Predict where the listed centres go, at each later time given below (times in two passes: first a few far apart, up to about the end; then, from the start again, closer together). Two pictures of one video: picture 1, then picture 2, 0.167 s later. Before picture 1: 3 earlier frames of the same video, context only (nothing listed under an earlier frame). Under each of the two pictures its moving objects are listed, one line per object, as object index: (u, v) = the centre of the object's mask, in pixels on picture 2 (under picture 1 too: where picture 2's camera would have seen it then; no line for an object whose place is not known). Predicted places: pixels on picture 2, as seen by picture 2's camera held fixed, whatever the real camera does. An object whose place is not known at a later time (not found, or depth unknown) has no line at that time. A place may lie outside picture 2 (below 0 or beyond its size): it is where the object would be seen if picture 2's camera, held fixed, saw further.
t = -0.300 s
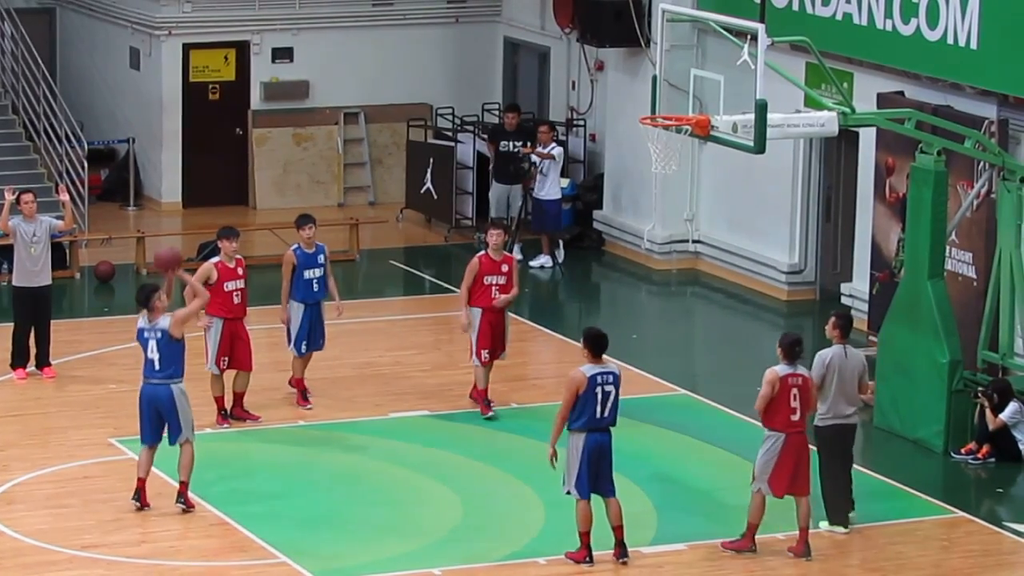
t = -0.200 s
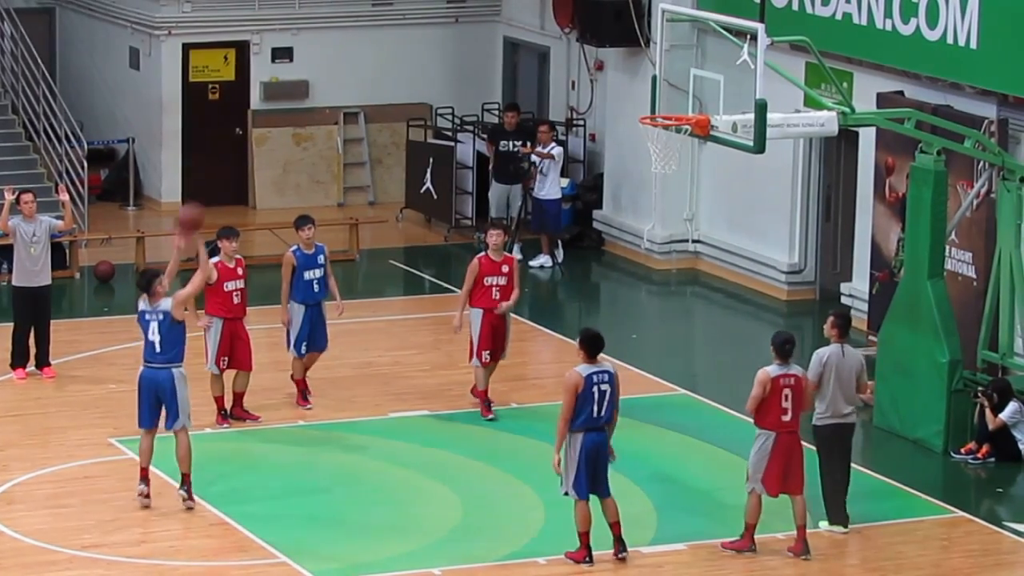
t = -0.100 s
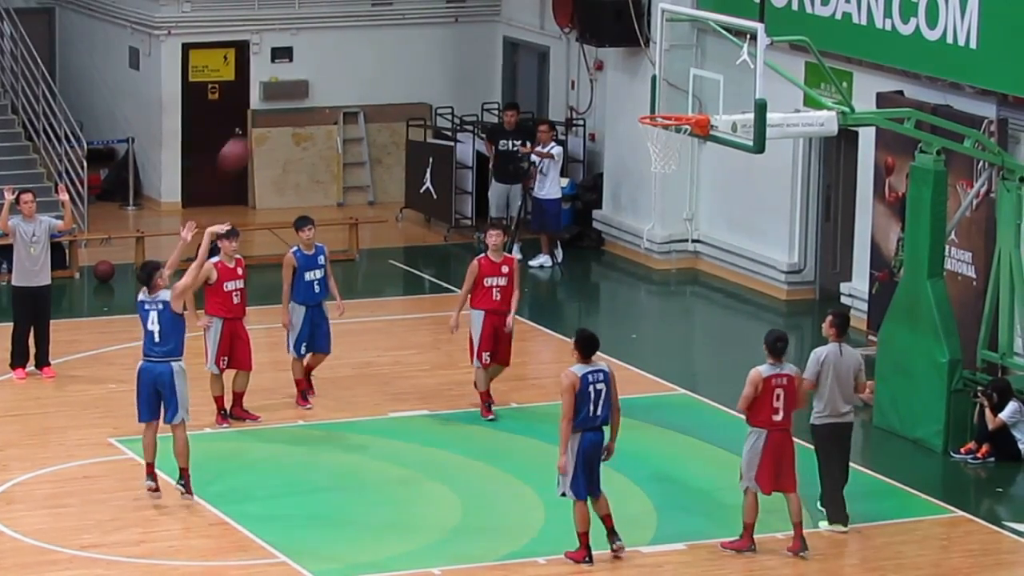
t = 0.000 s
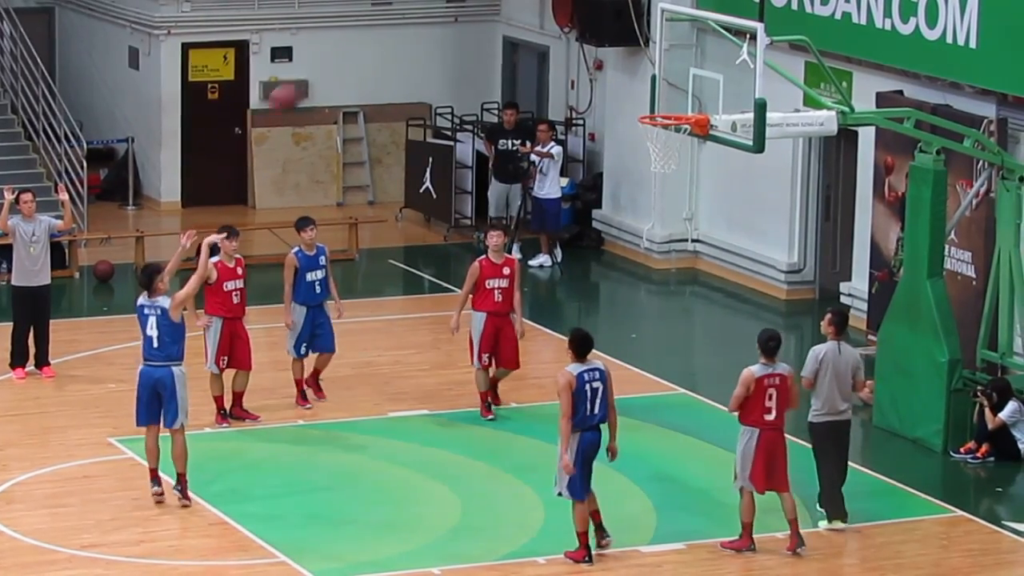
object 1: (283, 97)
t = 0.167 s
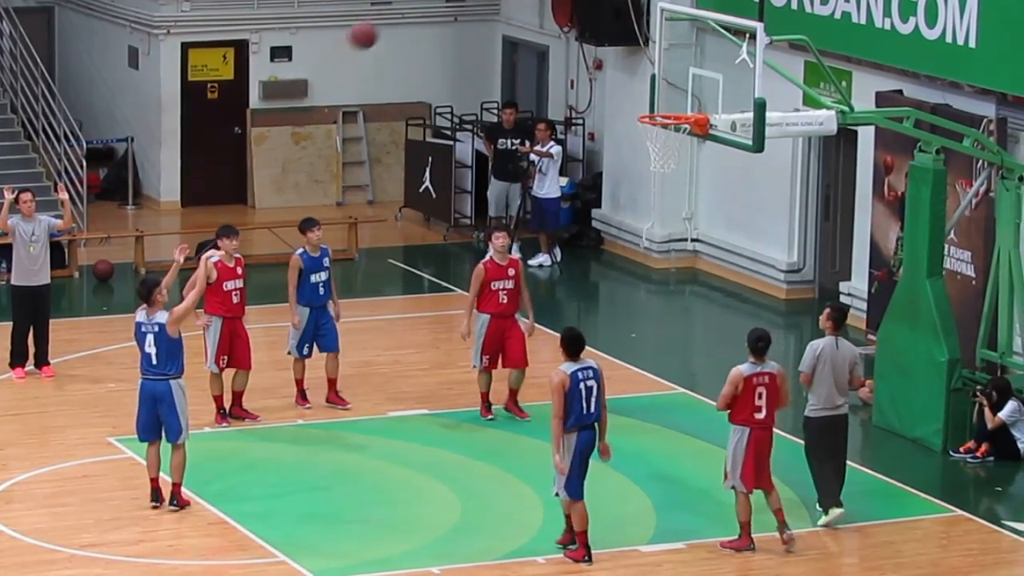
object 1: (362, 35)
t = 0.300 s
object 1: (425, 9)
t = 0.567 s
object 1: (545, 12)
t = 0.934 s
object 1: (658, 133)
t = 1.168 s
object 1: (651, 196)
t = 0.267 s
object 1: (410, 12)
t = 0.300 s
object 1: (425, 9)
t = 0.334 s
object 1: (441, 7)
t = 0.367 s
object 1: (457, 6)
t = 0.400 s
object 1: (472, 6)
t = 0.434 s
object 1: (487, 6)
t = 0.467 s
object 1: (501, 6)
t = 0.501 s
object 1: (516, 8)
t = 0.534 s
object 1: (531, 9)
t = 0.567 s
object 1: (545, 12)
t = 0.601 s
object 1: (562, 17)
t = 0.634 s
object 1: (574, 25)
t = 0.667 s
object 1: (589, 33)
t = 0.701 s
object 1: (602, 42)
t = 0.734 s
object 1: (616, 53)
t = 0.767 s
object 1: (630, 65)
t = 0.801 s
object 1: (645, 80)
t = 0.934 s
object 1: (658, 133)
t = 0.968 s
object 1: (657, 139)
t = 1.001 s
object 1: (656, 147)
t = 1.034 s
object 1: (655, 155)
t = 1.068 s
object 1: (655, 167)
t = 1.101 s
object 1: (653, 173)
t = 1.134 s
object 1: (652, 184)
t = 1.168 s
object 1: (651, 196)
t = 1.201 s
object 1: (650, 209)
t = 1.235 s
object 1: (649, 223)
